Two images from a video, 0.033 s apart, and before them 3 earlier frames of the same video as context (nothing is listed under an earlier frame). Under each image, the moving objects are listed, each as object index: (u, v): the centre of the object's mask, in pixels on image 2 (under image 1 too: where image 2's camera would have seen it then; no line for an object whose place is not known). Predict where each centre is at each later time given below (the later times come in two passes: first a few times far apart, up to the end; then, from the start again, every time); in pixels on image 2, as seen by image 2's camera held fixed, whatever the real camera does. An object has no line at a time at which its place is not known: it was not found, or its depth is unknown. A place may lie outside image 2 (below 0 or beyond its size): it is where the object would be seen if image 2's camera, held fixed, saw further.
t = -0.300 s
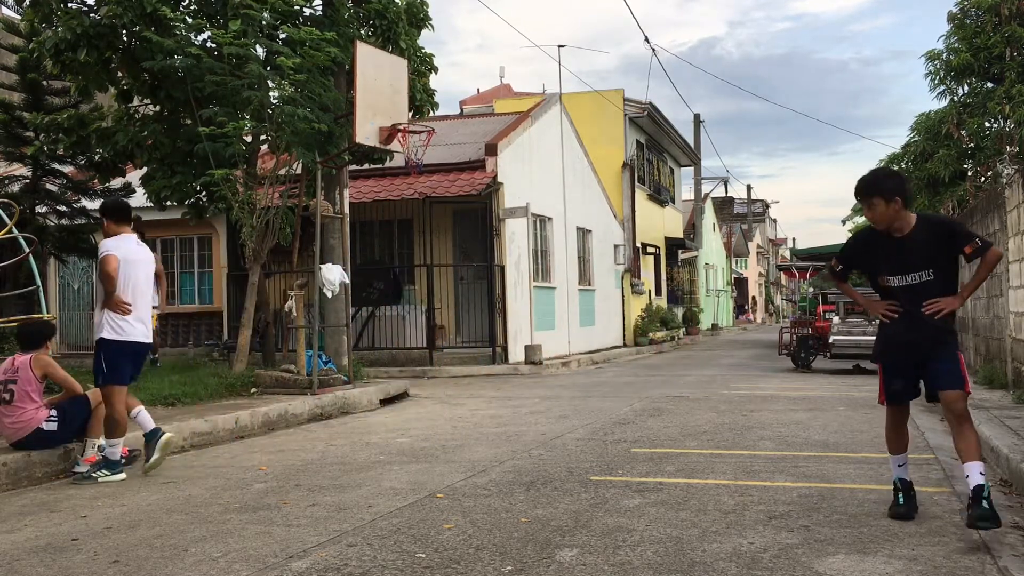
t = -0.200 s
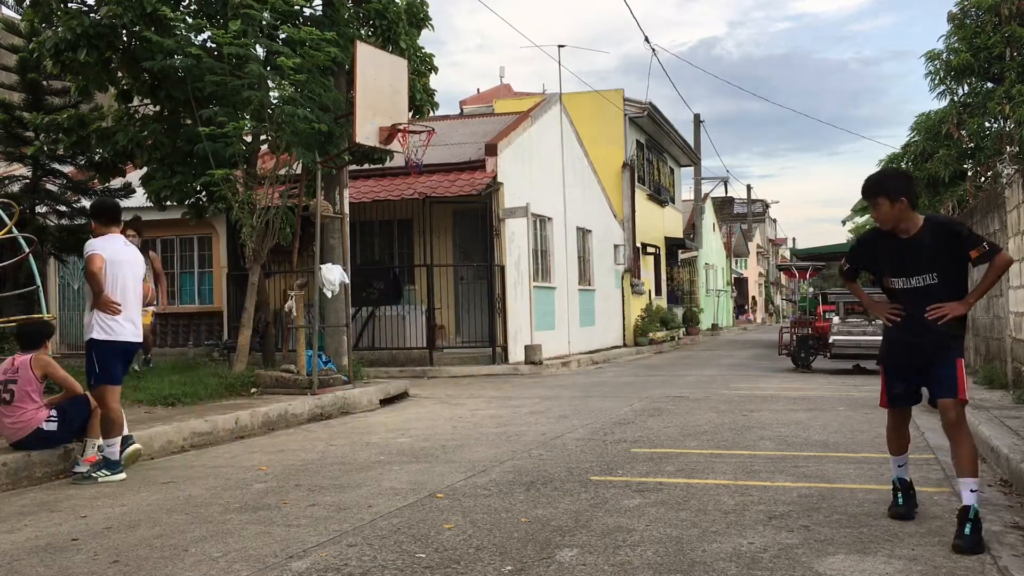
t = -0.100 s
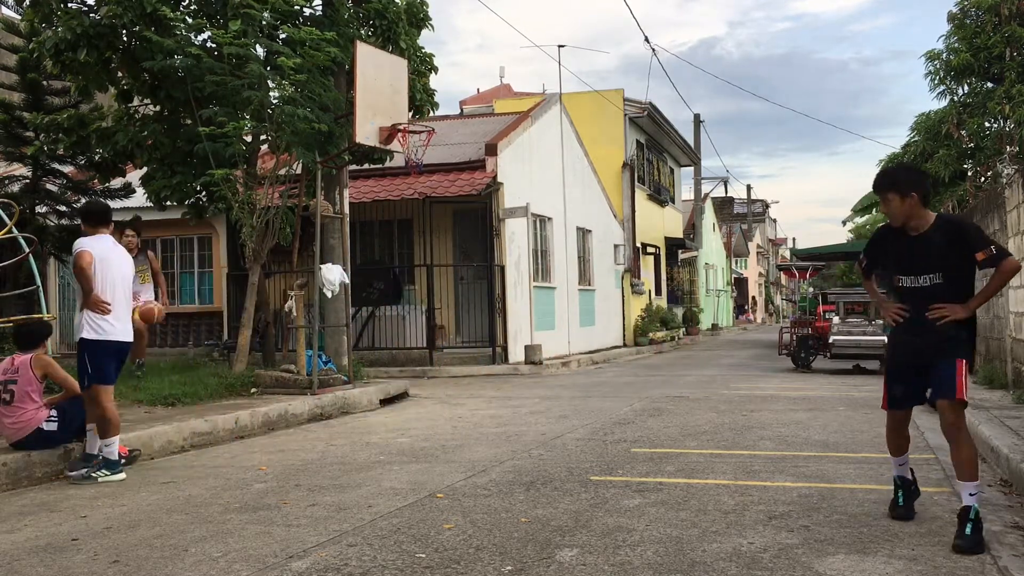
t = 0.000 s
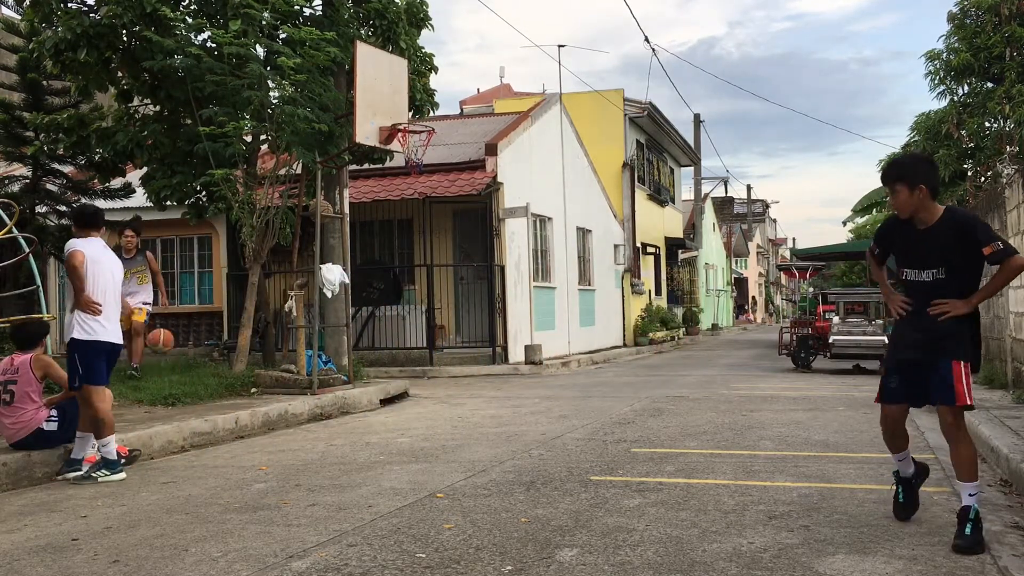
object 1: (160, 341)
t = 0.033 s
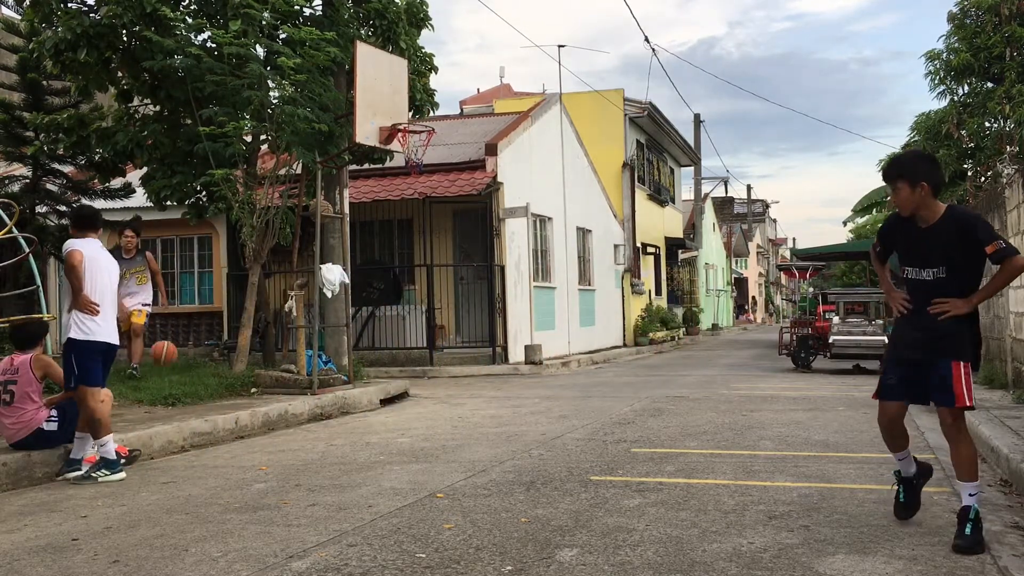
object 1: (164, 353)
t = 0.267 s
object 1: (197, 384)
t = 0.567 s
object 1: (252, 384)
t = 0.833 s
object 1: (306, 425)
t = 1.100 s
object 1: (366, 397)
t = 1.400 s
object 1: (448, 426)
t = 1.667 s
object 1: (536, 431)
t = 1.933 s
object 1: (643, 435)
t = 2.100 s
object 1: (724, 465)
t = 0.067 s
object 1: (167, 367)
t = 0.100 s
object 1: (170, 382)
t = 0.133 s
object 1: (173, 393)
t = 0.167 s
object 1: (179, 388)
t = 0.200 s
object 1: (185, 385)
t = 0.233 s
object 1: (191, 384)
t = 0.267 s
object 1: (197, 384)
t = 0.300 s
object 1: (203, 383)
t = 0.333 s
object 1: (209, 387)
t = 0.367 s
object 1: (216, 390)
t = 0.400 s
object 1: (222, 395)
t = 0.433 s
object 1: (228, 399)
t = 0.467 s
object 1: (234, 393)
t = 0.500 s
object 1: (240, 389)
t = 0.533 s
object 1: (246, 386)
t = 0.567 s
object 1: (252, 384)
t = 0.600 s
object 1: (258, 385)
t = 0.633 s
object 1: (264, 385)
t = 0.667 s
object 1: (271, 388)
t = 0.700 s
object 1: (278, 392)
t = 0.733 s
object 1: (285, 397)
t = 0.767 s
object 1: (291, 404)
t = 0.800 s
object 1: (300, 414)
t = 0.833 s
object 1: (306, 425)
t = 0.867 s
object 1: (314, 428)
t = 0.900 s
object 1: (320, 419)
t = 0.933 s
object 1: (328, 412)
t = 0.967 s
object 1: (335, 407)
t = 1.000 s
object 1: (343, 401)
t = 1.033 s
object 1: (350, 398)
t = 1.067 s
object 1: (358, 398)
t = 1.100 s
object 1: (366, 397)
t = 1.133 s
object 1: (375, 398)
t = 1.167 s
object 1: (383, 402)
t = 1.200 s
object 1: (392, 407)
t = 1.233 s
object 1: (401, 413)
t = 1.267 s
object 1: (410, 422)
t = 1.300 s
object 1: (420, 433)
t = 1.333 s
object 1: (429, 442)
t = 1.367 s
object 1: (438, 433)
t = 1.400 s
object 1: (448, 426)
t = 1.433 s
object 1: (458, 421)
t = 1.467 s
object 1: (469, 416)
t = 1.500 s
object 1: (479, 414)
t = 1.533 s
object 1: (490, 414)
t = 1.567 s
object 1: (501, 415)
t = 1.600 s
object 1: (512, 418)
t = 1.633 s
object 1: (524, 424)
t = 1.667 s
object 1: (536, 431)
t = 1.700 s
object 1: (549, 441)
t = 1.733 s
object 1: (562, 453)
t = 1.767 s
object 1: (575, 459)
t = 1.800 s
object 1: (588, 450)
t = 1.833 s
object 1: (601, 443)
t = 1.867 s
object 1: (614, 438)
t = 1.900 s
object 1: (629, 435)
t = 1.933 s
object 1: (643, 435)
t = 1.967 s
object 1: (659, 436)
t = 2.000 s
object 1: (674, 440)
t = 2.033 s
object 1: (690, 446)
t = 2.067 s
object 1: (707, 454)
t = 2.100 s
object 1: (724, 465)
